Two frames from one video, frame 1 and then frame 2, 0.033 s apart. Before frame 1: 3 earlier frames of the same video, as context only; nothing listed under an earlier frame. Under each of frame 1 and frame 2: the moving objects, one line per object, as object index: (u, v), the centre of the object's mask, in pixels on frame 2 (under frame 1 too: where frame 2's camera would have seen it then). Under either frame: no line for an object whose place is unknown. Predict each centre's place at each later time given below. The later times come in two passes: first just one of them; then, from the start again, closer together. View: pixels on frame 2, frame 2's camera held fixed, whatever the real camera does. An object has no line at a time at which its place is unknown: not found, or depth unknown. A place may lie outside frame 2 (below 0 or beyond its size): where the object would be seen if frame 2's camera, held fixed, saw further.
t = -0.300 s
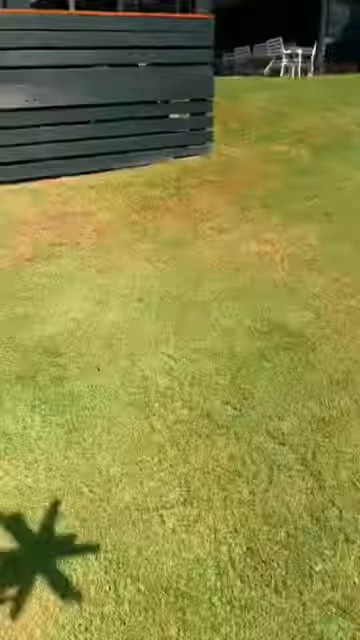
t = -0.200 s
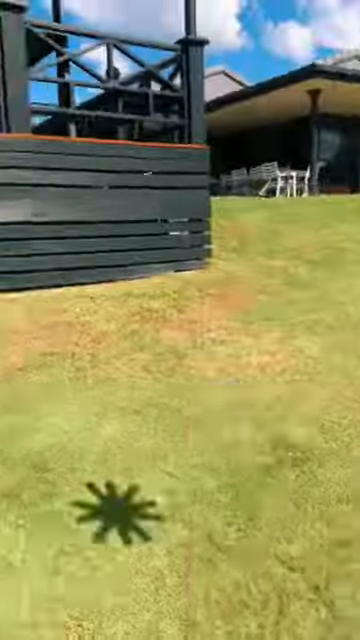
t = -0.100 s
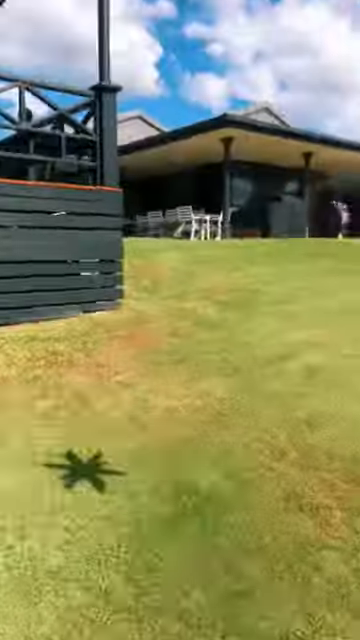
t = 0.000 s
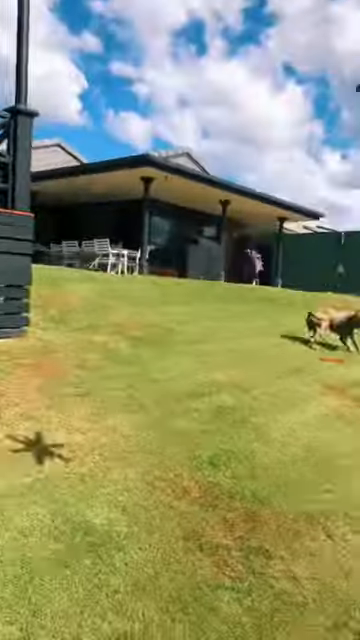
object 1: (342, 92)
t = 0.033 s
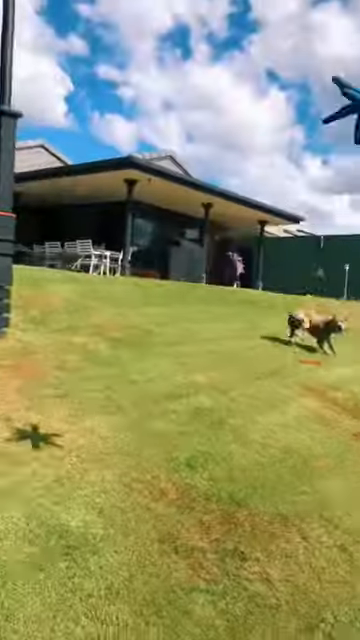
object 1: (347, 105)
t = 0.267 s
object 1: (300, 230)
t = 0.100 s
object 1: (339, 141)
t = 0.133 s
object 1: (328, 159)
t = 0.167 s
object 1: (310, 175)
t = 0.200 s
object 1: (306, 193)
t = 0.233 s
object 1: (303, 214)
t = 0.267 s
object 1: (300, 230)
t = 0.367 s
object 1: (289, 283)
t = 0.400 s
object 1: (288, 302)
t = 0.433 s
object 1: (286, 323)
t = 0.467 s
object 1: (284, 339)
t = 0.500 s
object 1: (283, 356)
